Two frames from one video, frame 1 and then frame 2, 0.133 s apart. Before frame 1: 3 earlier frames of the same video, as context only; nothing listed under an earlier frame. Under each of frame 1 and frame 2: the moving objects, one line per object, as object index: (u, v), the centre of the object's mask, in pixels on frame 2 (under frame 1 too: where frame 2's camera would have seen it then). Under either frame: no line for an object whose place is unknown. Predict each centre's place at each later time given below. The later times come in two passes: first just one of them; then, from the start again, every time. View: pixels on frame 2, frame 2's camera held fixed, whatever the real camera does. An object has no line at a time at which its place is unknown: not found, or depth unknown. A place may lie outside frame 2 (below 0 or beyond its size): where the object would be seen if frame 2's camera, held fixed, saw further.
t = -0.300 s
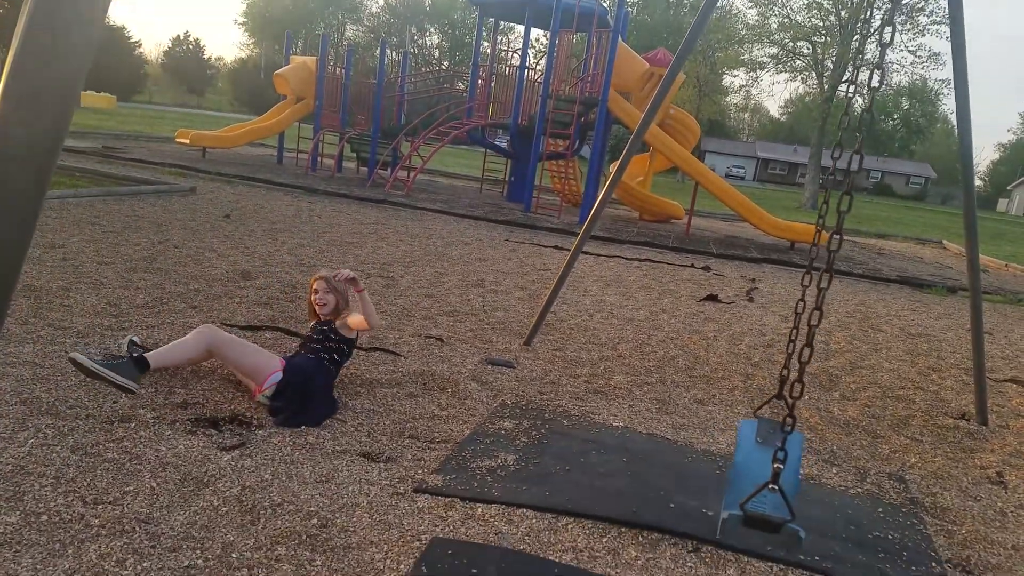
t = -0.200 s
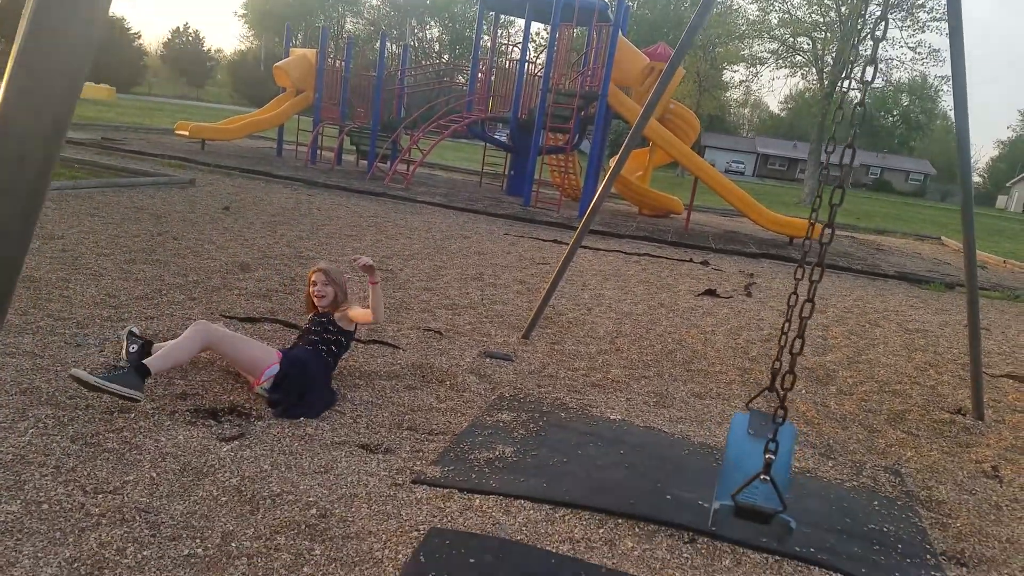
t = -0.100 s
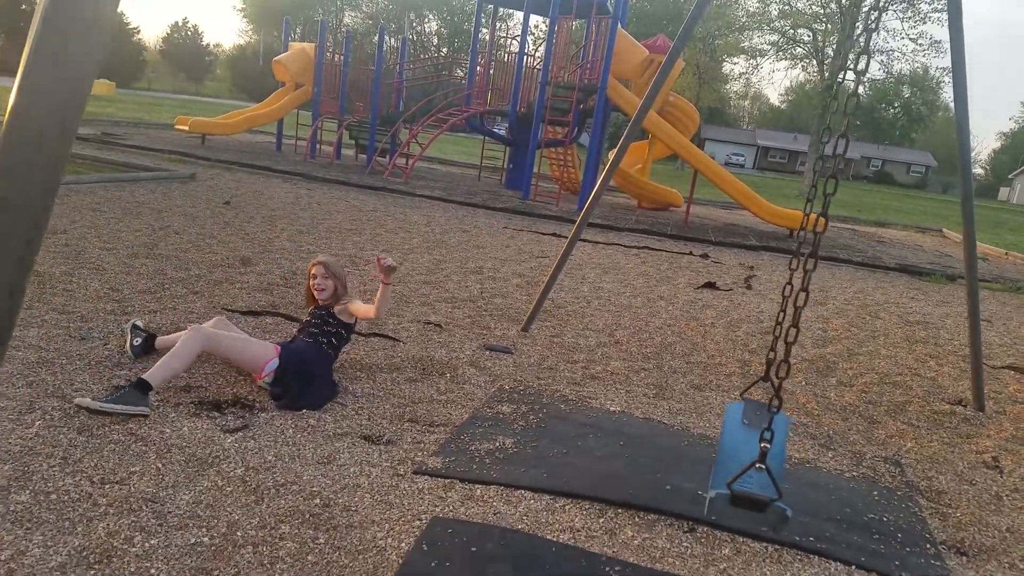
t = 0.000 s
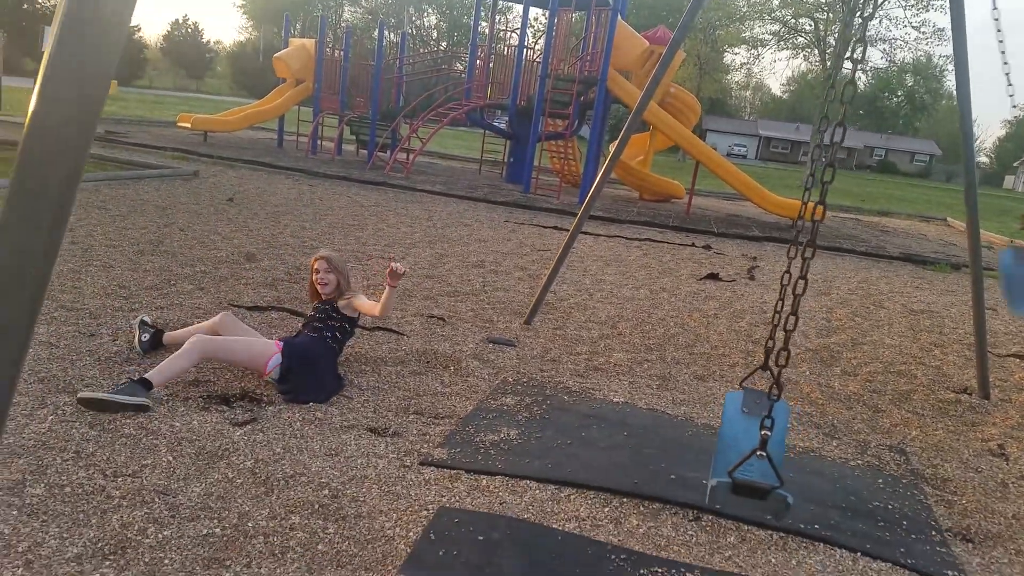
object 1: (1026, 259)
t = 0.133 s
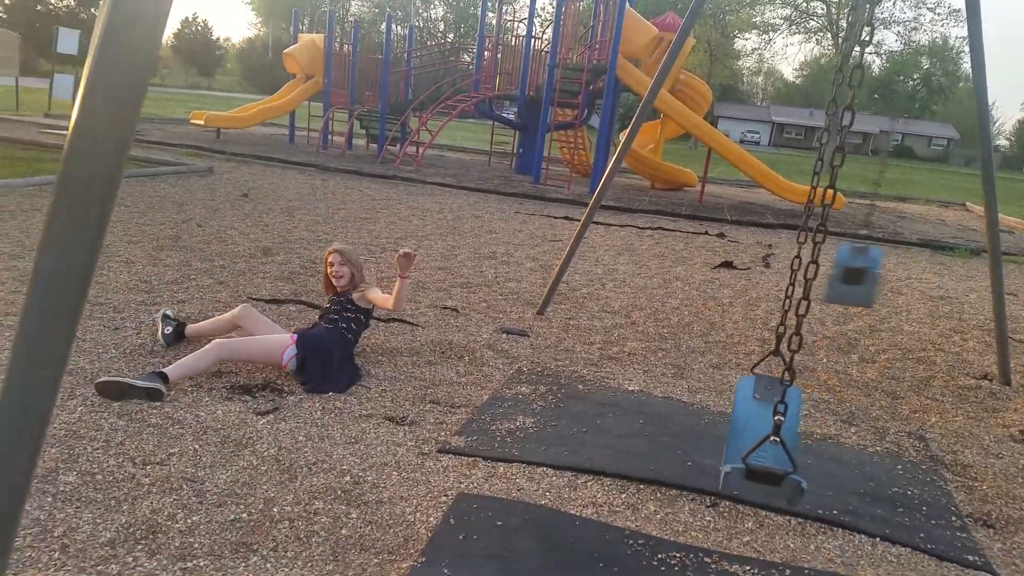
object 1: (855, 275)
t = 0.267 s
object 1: (677, 243)
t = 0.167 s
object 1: (805, 273)
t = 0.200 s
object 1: (759, 268)
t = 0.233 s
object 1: (717, 256)
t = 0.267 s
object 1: (677, 243)
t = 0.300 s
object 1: (640, 229)
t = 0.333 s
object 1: (605, 212)
